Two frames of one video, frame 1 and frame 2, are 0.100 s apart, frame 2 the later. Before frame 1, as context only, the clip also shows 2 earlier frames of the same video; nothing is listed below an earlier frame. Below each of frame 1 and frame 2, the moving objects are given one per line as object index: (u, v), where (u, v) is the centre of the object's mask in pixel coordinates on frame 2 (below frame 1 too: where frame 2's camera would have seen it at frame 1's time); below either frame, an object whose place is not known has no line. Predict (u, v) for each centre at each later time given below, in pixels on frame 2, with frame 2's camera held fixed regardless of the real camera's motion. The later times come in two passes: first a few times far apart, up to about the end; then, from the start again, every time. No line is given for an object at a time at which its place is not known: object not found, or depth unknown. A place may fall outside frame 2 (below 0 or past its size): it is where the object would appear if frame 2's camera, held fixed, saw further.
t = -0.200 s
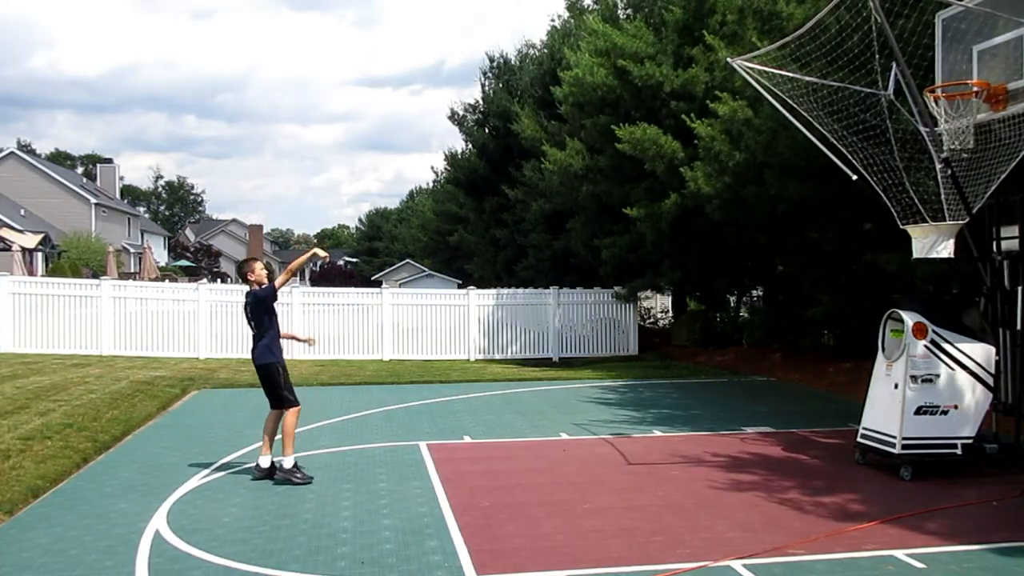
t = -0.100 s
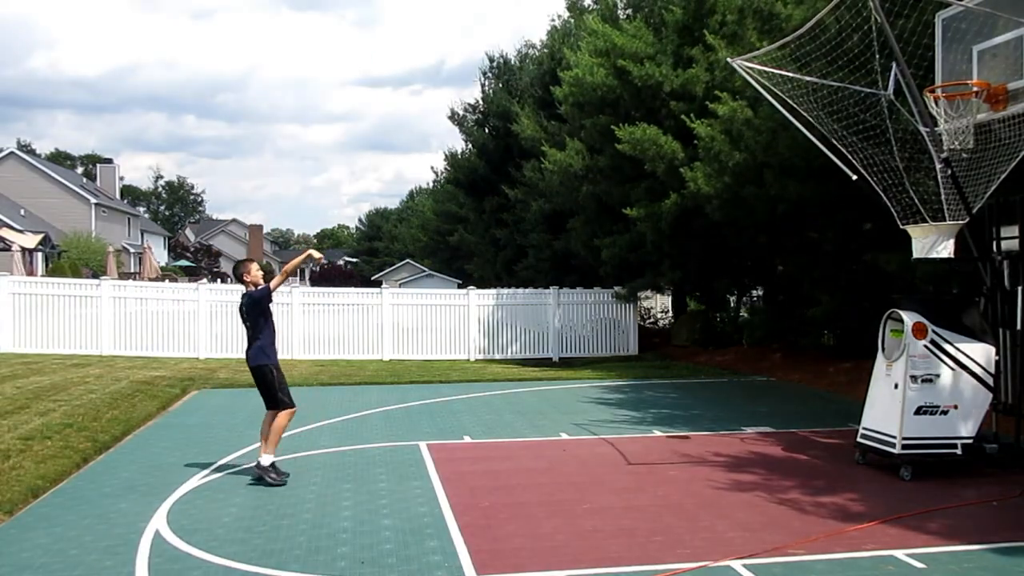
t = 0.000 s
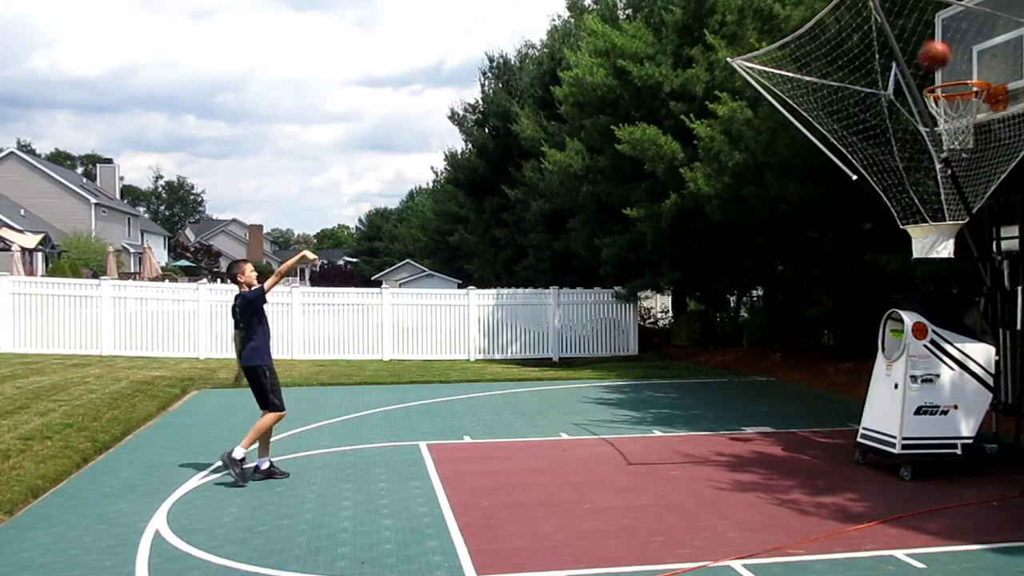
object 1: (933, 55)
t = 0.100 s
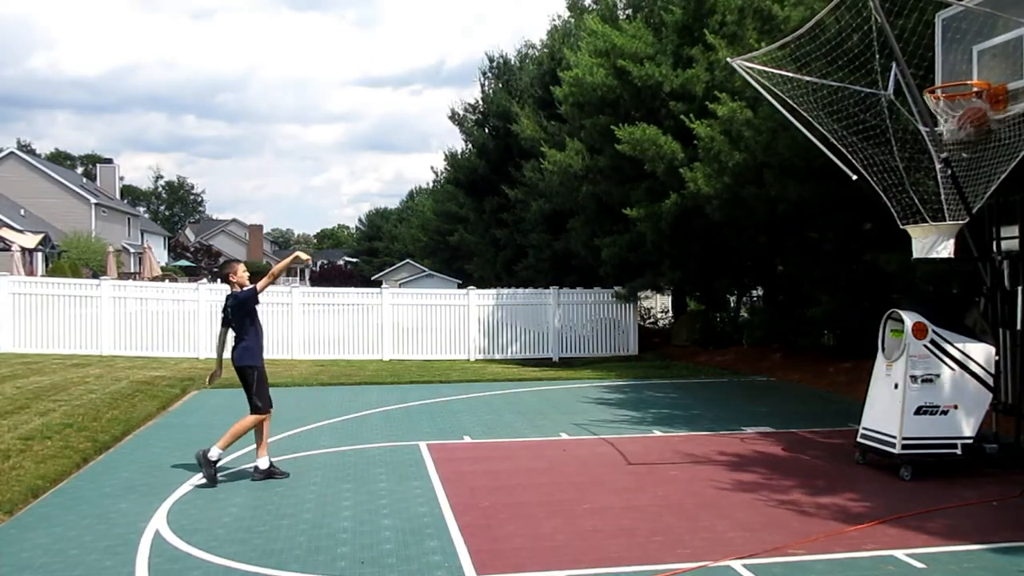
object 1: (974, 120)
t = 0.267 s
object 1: (970, 164)
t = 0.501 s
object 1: (928, 218)
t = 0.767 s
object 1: (922, 210)
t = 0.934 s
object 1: (924, 220)
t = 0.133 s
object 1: (976, 126)
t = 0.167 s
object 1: (977, 132)
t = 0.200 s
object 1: (975, 140)
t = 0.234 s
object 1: (974, 151)
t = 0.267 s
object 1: (970, 164)
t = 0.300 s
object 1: (970, 176)
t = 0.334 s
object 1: (966, 190)
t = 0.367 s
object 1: (958, 206)
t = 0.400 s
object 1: (953, 212)
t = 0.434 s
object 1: (948, 214)
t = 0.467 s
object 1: (939, 215)
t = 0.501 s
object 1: (928, 218)
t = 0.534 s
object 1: (922, 221)
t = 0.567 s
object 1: (920, 220)
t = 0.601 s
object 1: (920, 217)
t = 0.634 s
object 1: (920, 213)
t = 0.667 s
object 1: (920, 212)
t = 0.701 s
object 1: (921, 210)
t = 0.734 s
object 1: (922, 210)
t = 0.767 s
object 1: (922, 210)
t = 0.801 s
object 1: (922, 210)
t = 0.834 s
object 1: (923, 211)
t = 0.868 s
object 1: (924, 214)
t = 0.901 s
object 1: (924, 217)
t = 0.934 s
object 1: (924, 220)
